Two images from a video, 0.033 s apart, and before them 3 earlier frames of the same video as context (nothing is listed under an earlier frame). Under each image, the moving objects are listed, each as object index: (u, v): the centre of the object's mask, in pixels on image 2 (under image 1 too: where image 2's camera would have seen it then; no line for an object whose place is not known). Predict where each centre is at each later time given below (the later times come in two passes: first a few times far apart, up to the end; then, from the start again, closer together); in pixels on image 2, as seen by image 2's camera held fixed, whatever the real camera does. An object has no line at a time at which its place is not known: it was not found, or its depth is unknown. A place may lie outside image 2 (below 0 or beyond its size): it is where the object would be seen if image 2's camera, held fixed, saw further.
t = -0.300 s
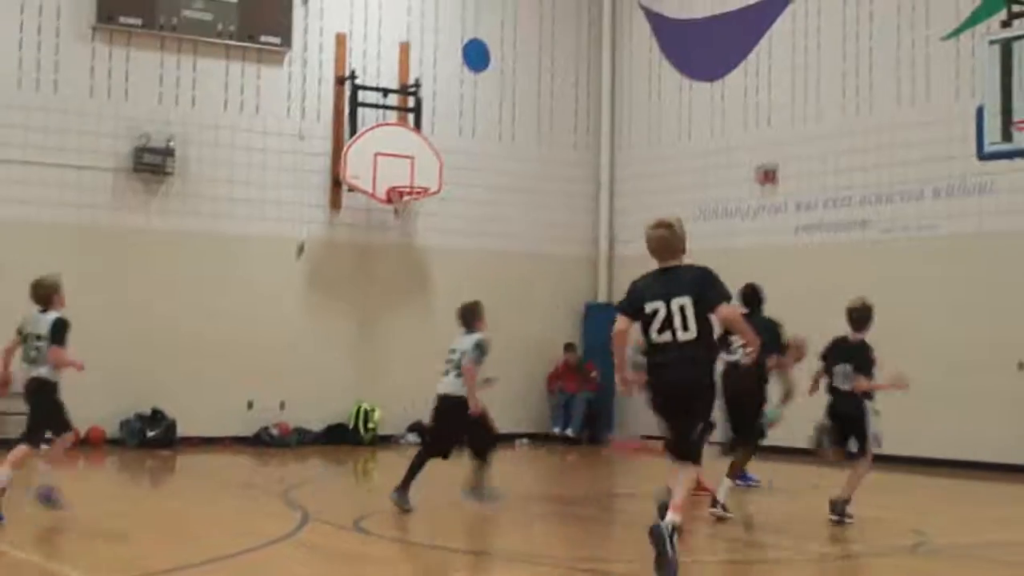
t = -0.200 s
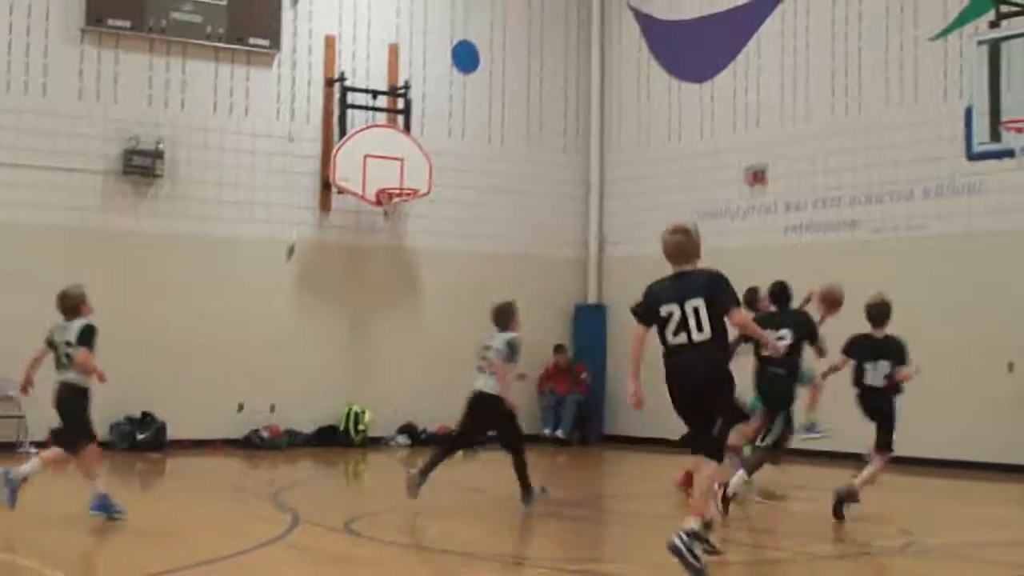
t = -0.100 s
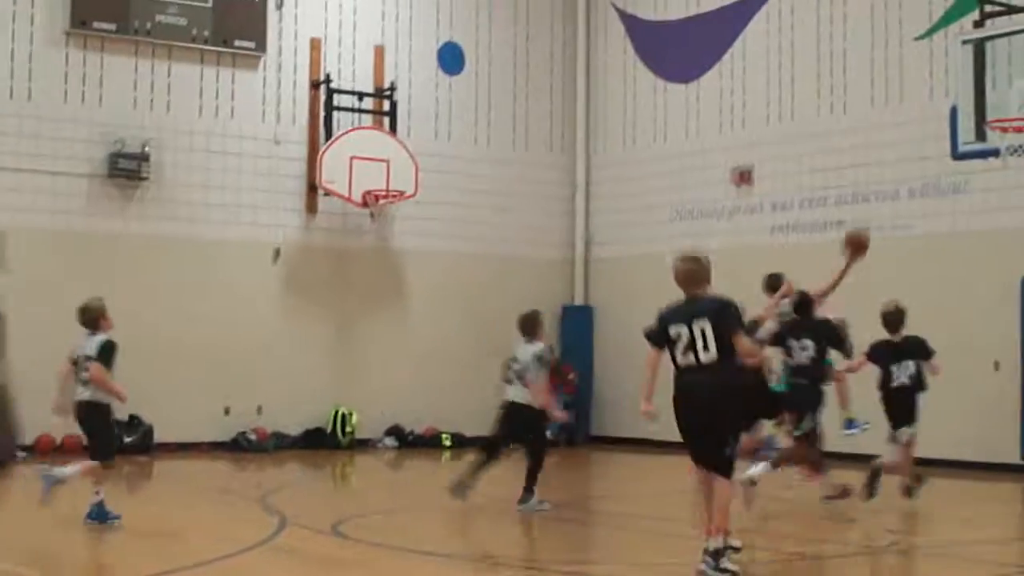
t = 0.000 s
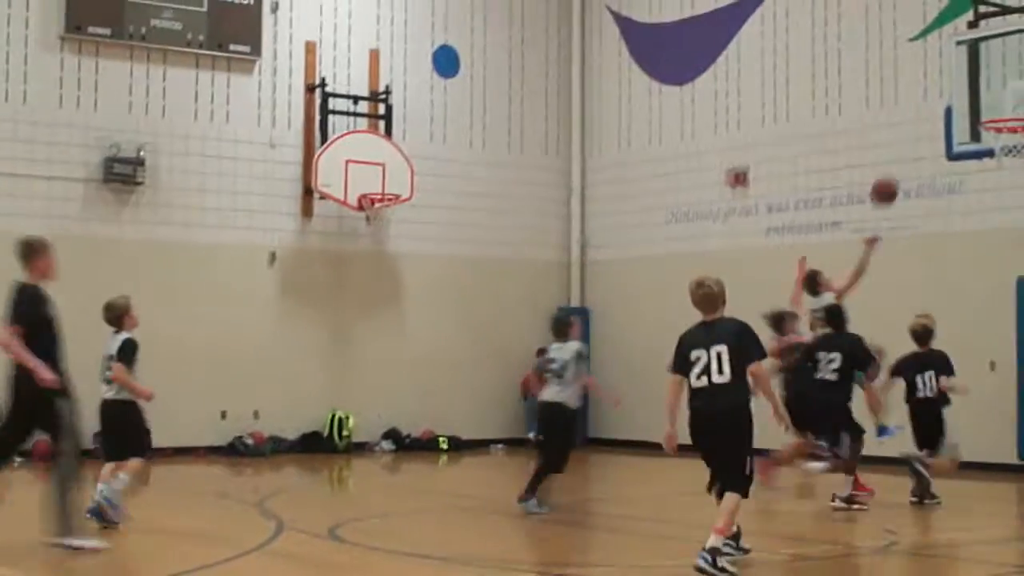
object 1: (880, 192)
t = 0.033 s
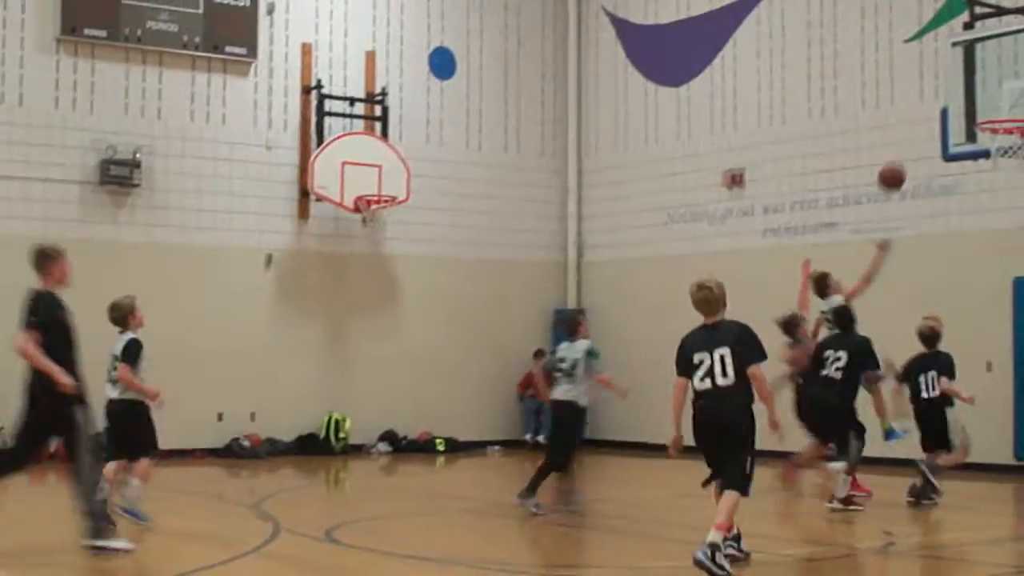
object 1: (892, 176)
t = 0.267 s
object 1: (971, 109)
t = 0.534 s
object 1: (1007, 106)
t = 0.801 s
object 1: (1011, 156)
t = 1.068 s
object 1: (1019, 207)
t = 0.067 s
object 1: (902, 163)
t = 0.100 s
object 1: (913, 151)
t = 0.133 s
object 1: (925, 140)
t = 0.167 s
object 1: (936, 131)
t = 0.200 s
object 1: (947, 122)
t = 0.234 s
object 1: (959, 115)
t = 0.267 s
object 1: (971, 109)
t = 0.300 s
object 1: (982, 104)
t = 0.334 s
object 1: (992, 101)
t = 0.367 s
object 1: (994, 99)
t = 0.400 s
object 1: (997, 98)
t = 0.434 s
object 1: (999, 98)
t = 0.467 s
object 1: (1002, 100)
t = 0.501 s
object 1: (1004, 103)
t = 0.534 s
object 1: (1007, 106)
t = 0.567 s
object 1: (1010, 109)
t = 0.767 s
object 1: (1006, 150)
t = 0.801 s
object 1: (1011, 156)
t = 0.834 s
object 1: (1009, 153)
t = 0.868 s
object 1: (1014, 153)
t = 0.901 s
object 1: (1015, 159)
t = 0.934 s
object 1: (1016, 172)
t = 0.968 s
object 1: (1017, 177)
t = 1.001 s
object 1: (1018, 184)
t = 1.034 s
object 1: (1019, 195)
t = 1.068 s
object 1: (1019, 207)
